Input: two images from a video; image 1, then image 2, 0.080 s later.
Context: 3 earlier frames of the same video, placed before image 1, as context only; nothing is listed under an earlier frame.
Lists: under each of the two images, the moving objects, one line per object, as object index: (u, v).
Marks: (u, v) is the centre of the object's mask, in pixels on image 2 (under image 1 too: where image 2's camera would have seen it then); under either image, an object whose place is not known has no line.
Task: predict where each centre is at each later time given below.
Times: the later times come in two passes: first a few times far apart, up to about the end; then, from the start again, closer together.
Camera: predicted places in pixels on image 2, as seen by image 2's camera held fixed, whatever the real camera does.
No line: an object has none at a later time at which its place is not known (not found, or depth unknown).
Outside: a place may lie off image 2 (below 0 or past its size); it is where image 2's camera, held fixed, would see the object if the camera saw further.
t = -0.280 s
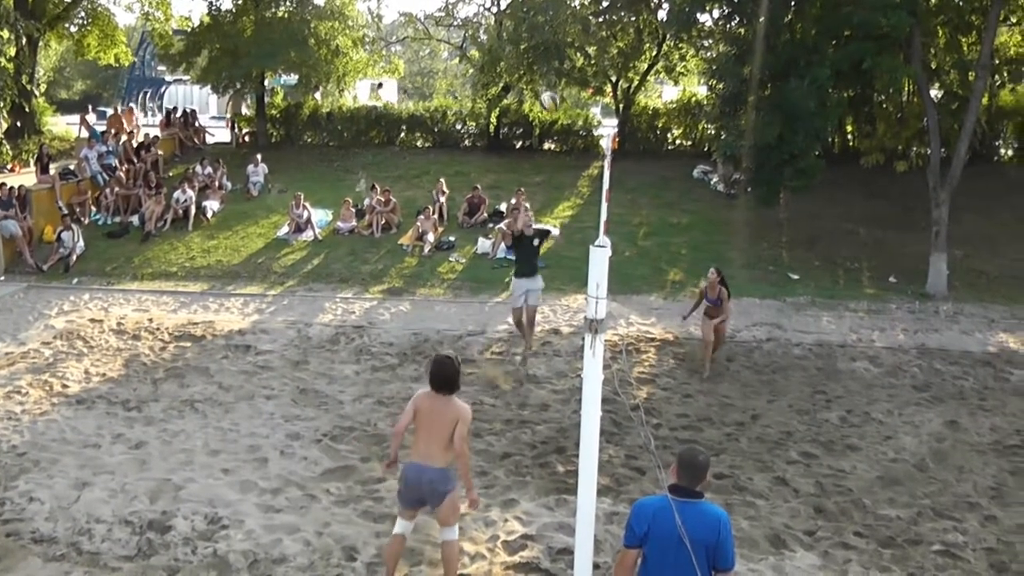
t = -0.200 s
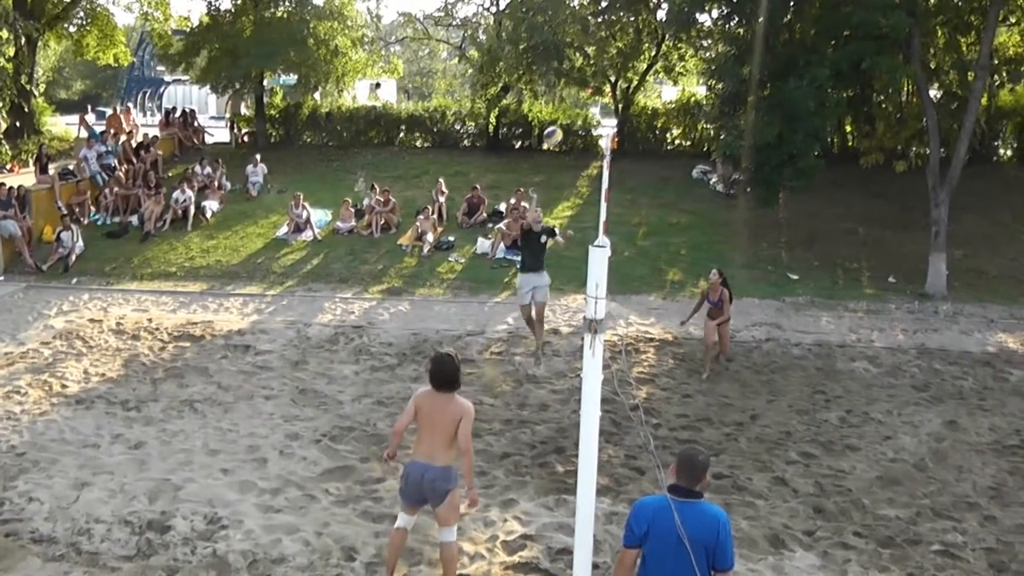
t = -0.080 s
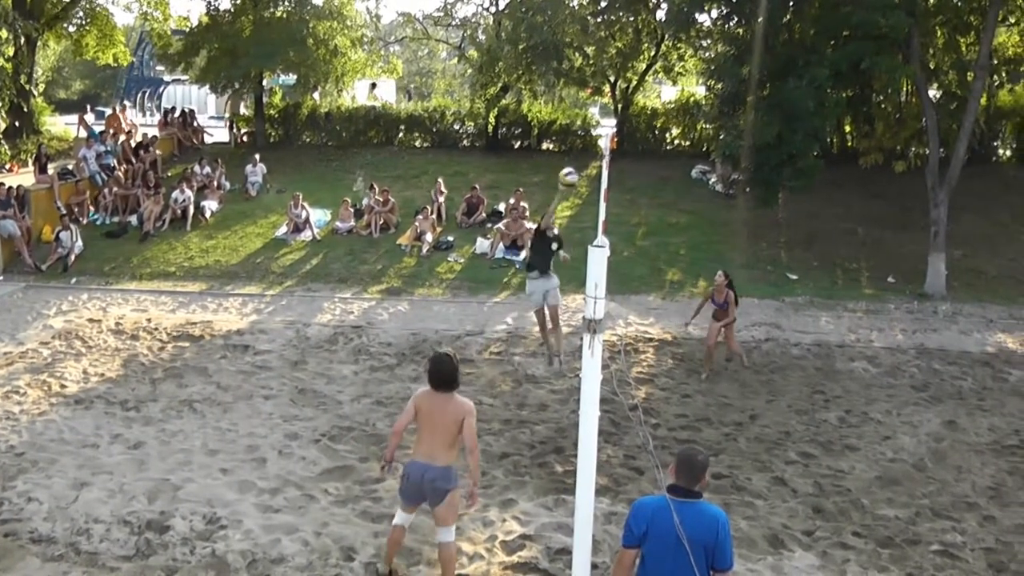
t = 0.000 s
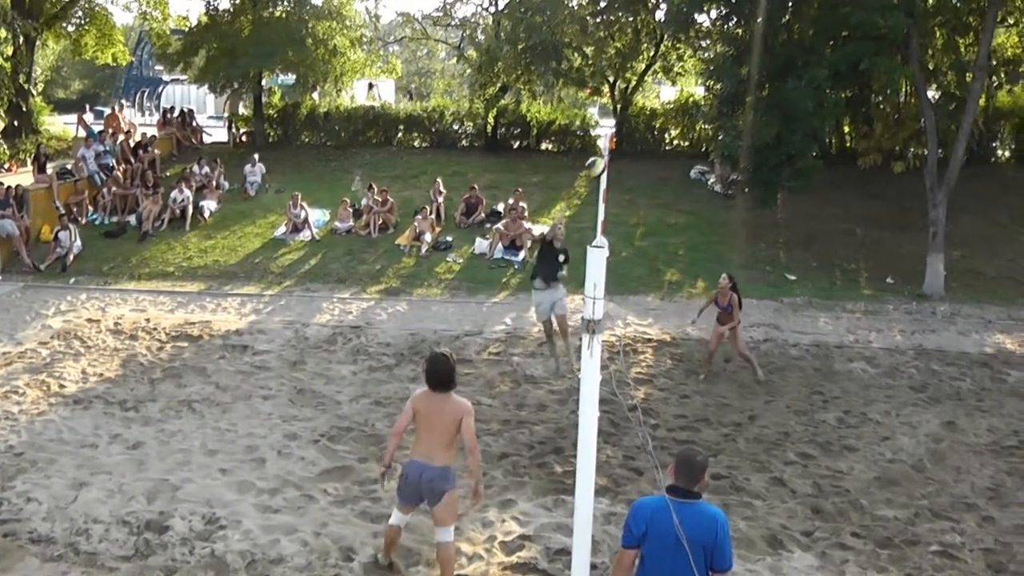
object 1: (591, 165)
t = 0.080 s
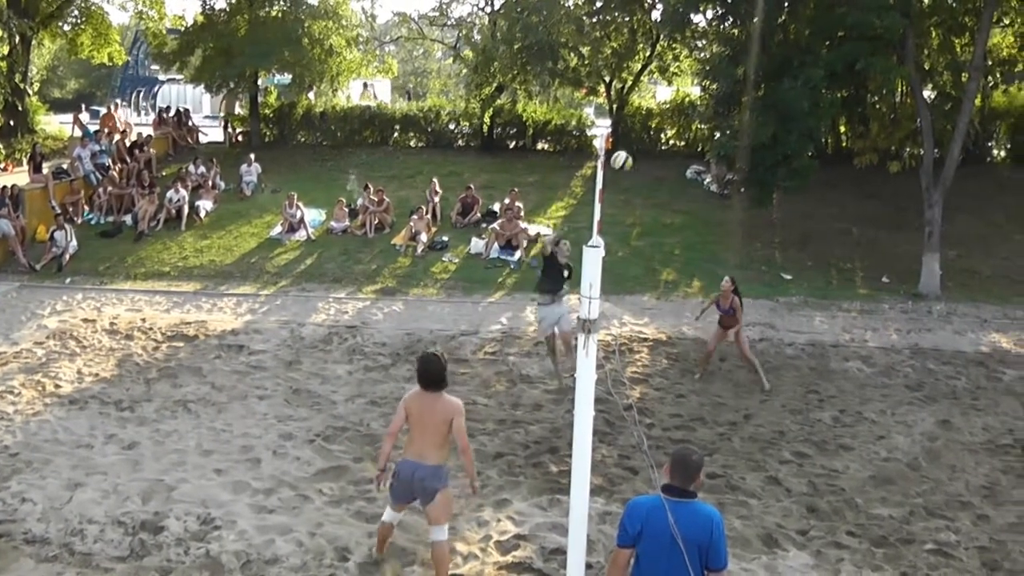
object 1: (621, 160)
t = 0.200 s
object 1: (669, 166)
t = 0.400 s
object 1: (749, 204)
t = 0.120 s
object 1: (637, 161)
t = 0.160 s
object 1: (653, 163)
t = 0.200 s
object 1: (669, 166)
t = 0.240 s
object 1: (684, 168)
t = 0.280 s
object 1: (698, 173)
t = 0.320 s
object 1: (716, 181)
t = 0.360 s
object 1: (735, 192)
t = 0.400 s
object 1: (749, 204)
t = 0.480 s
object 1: (779, 234)
